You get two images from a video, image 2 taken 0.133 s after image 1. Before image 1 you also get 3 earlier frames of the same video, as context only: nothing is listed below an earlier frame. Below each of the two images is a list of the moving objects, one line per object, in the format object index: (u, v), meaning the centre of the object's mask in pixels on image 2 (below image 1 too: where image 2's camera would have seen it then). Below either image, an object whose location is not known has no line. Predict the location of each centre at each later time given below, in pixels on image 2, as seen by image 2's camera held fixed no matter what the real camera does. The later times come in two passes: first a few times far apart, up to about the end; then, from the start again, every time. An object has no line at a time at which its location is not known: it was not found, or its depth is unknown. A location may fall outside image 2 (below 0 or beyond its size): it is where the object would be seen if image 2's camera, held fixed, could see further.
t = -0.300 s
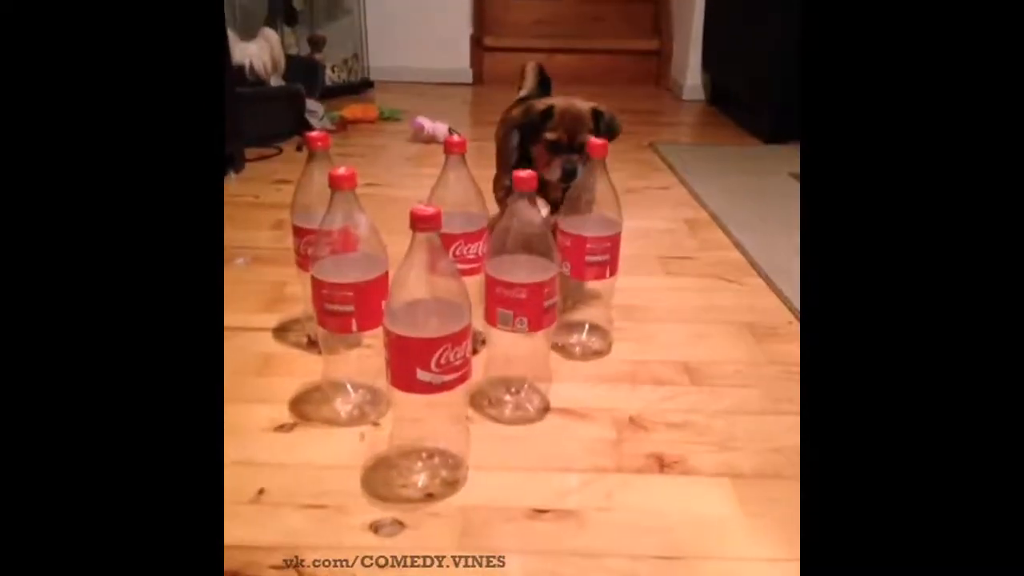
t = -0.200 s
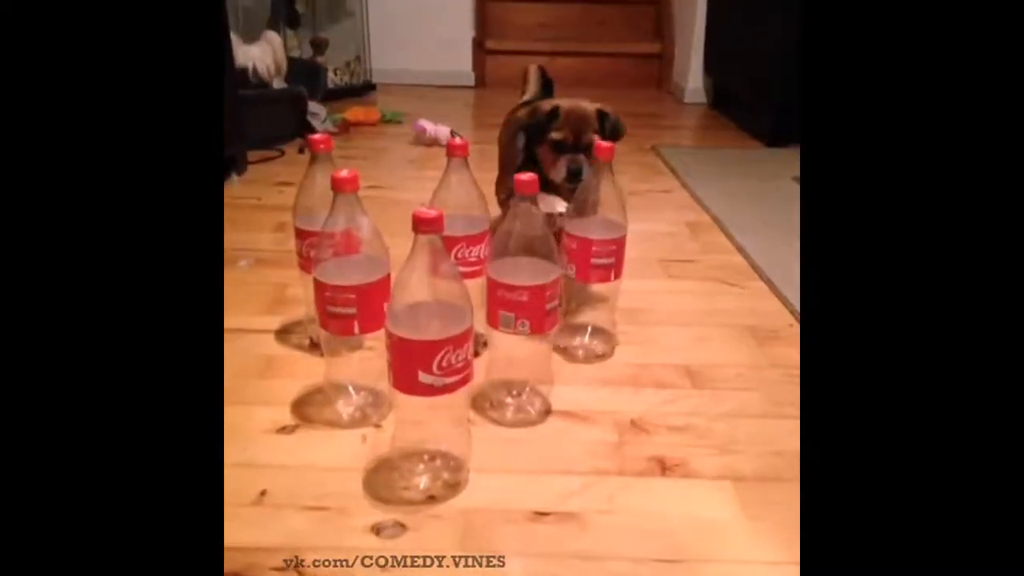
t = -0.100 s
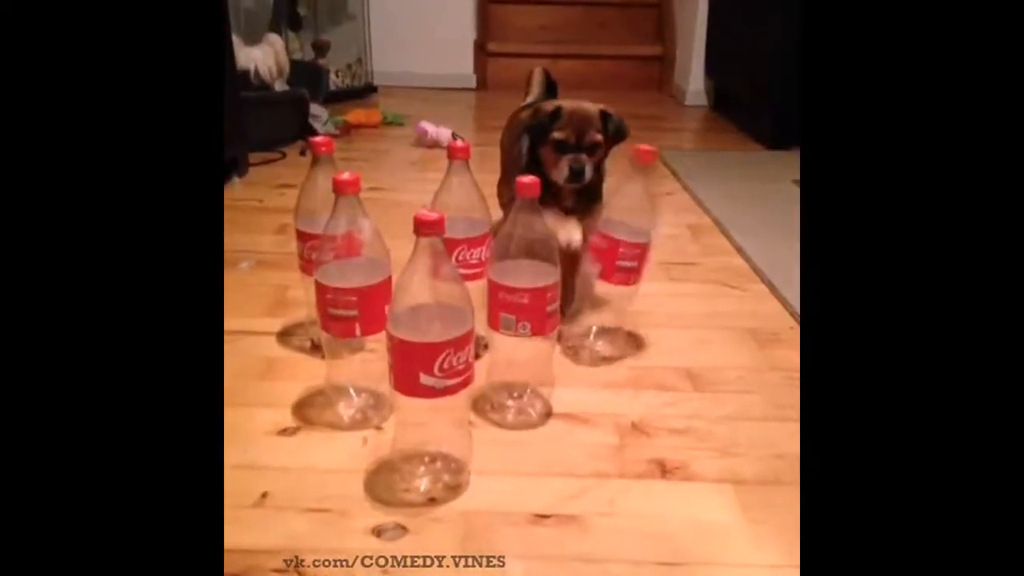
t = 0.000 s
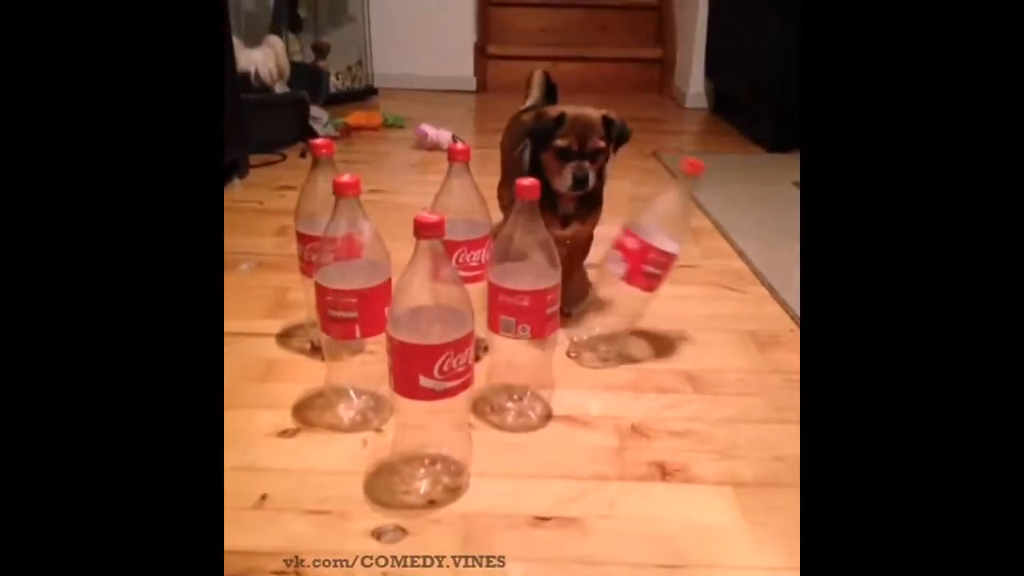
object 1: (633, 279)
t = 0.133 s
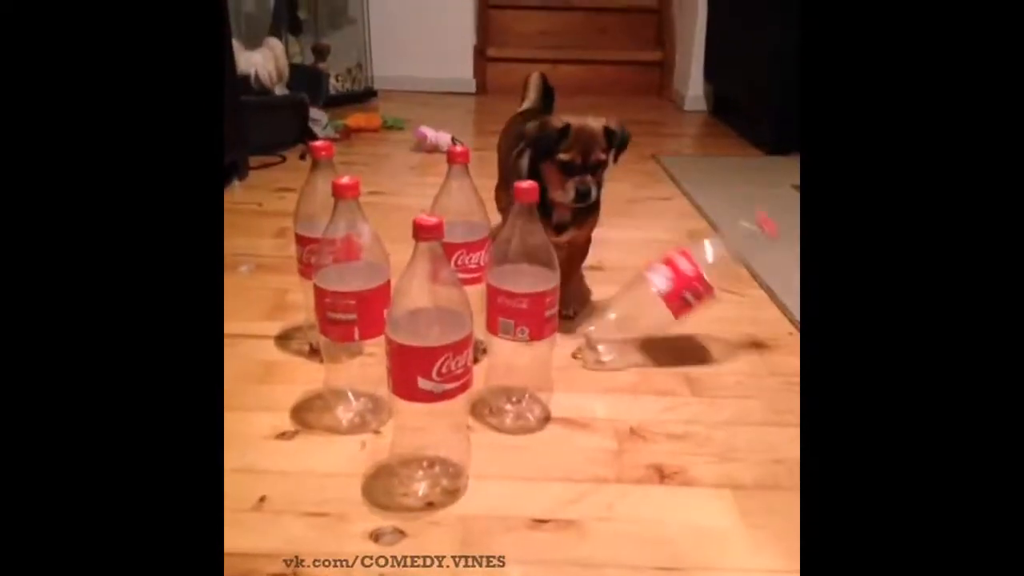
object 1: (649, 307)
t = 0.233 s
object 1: (687, 336)
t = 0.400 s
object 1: (712, 310)
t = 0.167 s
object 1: (655, 317)
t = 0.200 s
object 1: (663, 328)
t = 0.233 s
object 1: (687, 336)
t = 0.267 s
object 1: (694, 328)
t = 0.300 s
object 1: (698, 318)
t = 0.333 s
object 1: (702, 312)
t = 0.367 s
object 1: (708, 309)
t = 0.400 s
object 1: (712, 310)
